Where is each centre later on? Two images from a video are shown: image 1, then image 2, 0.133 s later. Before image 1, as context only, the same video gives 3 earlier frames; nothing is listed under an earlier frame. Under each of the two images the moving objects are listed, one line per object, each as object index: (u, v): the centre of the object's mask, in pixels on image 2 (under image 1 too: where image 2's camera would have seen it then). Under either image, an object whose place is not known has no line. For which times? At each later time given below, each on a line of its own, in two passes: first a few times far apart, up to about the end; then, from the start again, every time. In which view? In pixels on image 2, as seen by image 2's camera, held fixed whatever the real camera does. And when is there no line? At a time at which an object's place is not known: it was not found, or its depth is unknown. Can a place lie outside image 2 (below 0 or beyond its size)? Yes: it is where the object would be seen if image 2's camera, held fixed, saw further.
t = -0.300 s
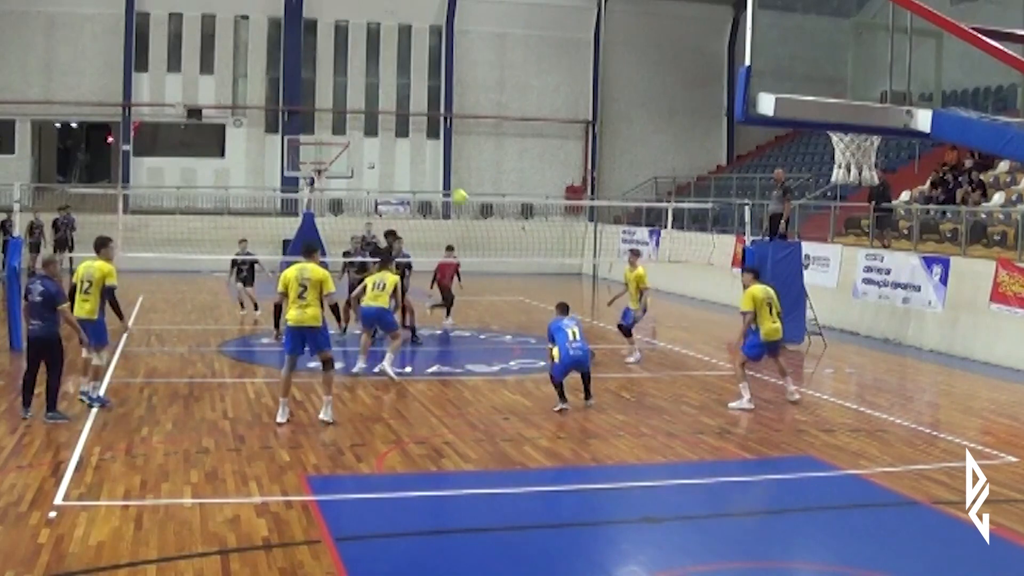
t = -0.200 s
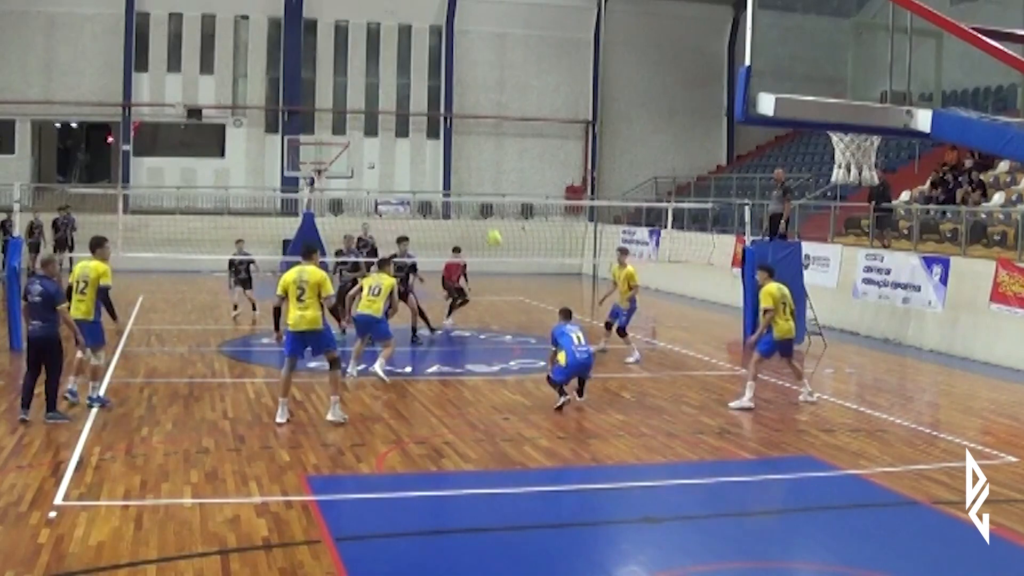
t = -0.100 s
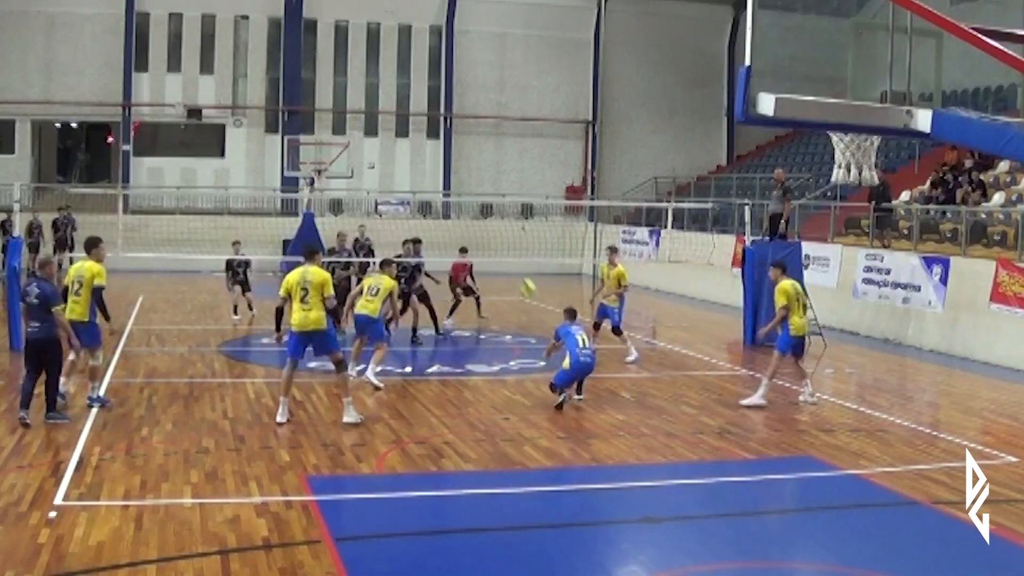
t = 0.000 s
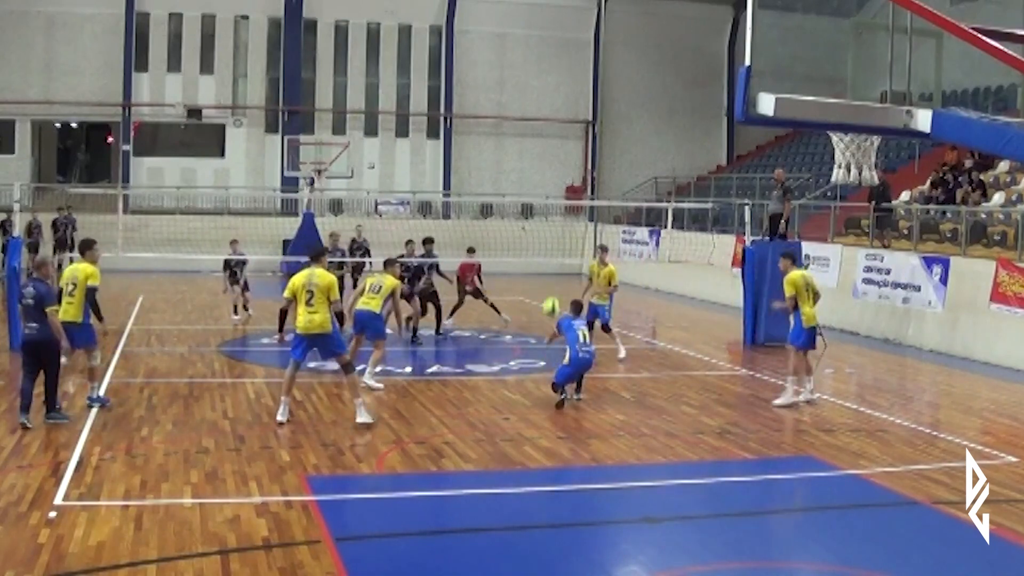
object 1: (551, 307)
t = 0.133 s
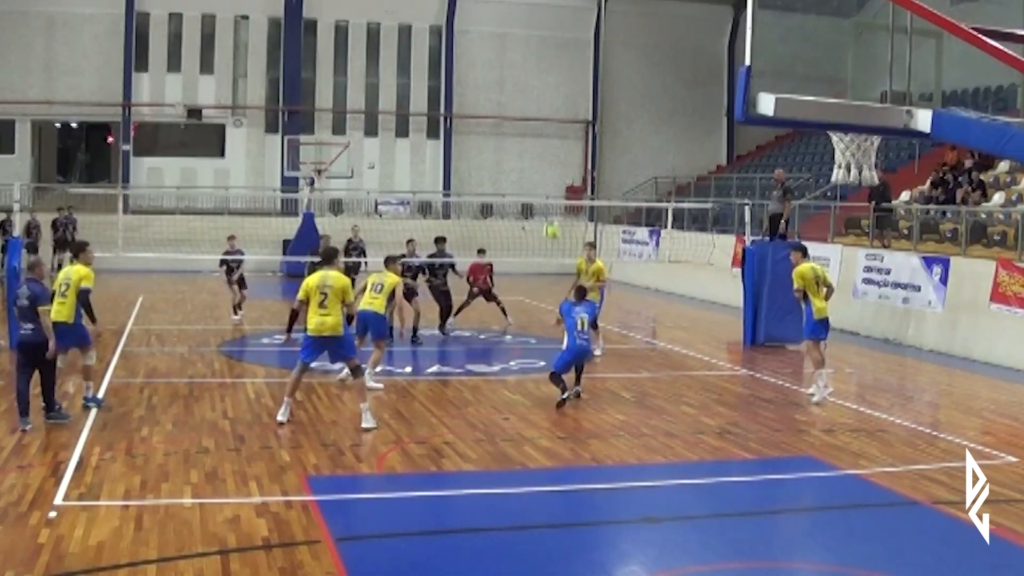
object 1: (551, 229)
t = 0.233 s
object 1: (551, 183)
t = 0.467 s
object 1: (552, 107)
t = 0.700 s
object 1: (552, 76)
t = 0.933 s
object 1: (551, 82)
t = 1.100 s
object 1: (549, 107)
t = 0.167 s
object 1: (551, 212)
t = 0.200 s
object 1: (551, 196)
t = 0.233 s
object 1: (551, 183)
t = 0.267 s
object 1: (552, 169)
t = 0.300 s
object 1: (552, 157)
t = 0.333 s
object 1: (552, 145)
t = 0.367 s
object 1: (552, 134)
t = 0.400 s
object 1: (552, 124)
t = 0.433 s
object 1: (552, 114)
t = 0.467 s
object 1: (552, 107)
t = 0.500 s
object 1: (552, 100)
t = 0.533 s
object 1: (552, 94)
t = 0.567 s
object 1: (552, 88)
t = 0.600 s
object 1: (552, 84)
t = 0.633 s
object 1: (552, 80)
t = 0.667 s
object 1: (552, 77)
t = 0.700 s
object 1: (552, 76)
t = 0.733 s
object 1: (552, 74)
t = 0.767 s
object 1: (551, 73)
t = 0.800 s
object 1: (551, 74)
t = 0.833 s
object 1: (551, 74)
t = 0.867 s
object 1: (551, 76)
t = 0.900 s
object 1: (551, 78)
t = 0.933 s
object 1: (551, 82)
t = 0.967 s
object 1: (550, 85)
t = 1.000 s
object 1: (550, 89)
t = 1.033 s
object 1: (550, 95)
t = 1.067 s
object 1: (550, 102)
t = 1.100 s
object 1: (549, 107)
